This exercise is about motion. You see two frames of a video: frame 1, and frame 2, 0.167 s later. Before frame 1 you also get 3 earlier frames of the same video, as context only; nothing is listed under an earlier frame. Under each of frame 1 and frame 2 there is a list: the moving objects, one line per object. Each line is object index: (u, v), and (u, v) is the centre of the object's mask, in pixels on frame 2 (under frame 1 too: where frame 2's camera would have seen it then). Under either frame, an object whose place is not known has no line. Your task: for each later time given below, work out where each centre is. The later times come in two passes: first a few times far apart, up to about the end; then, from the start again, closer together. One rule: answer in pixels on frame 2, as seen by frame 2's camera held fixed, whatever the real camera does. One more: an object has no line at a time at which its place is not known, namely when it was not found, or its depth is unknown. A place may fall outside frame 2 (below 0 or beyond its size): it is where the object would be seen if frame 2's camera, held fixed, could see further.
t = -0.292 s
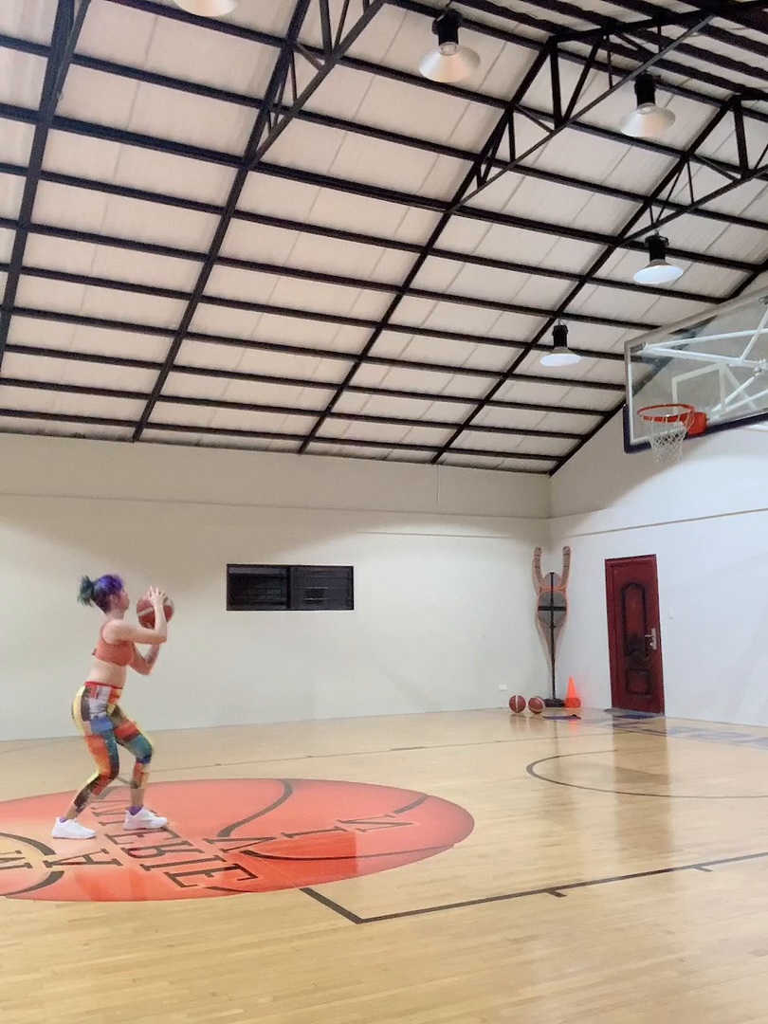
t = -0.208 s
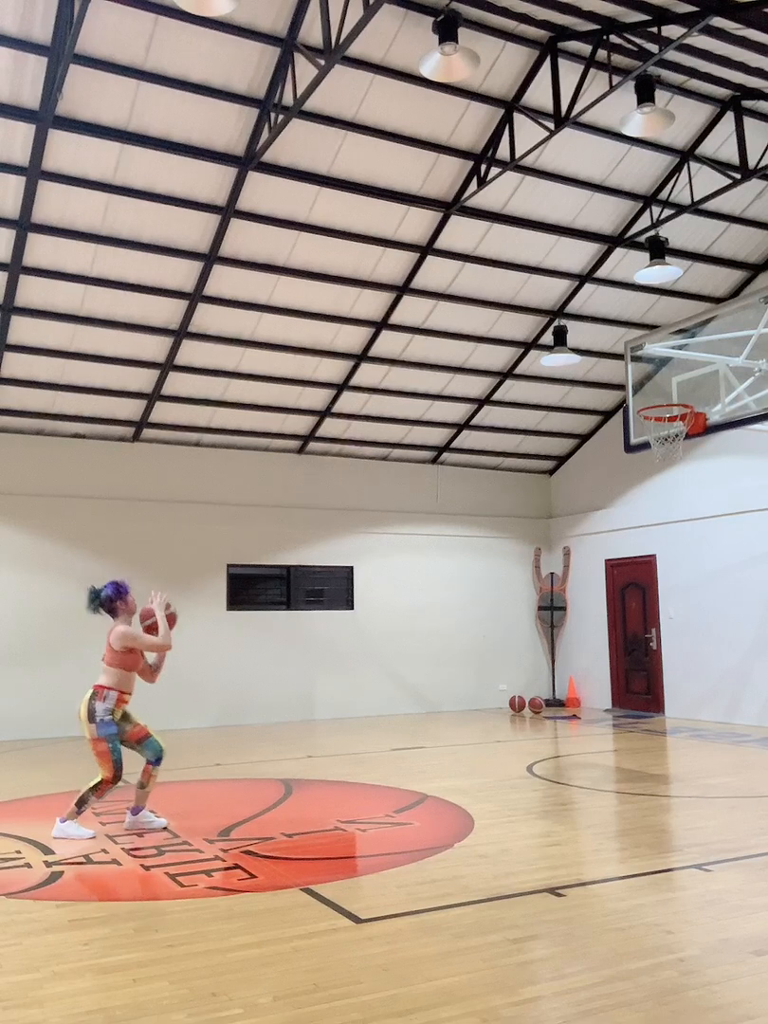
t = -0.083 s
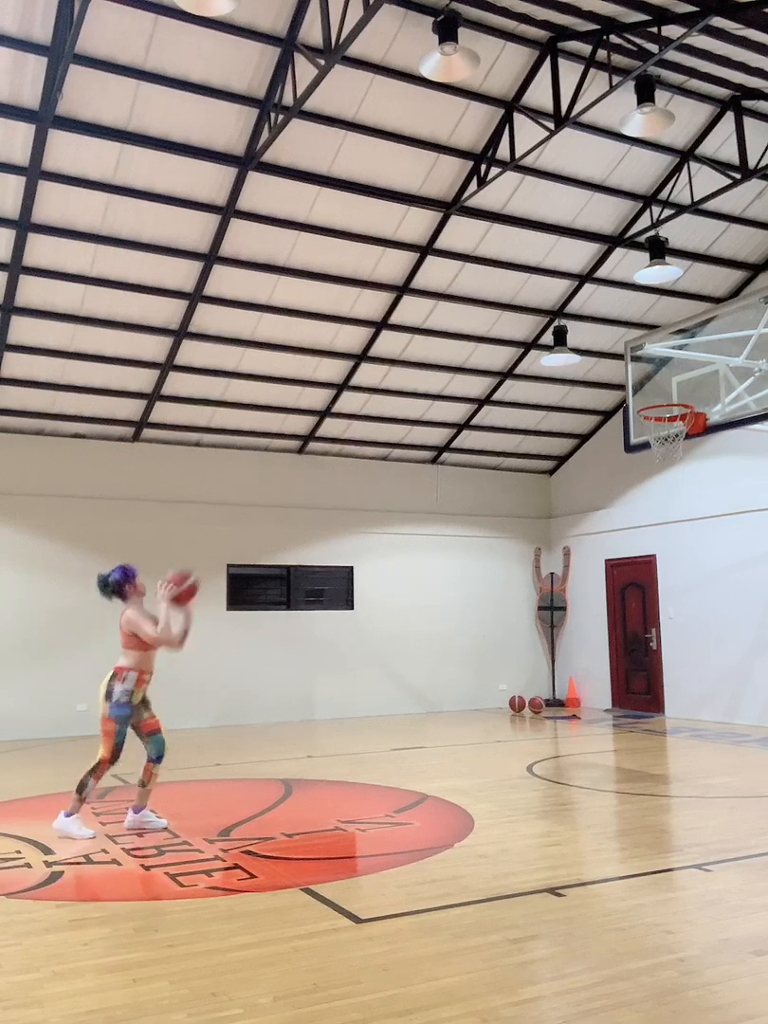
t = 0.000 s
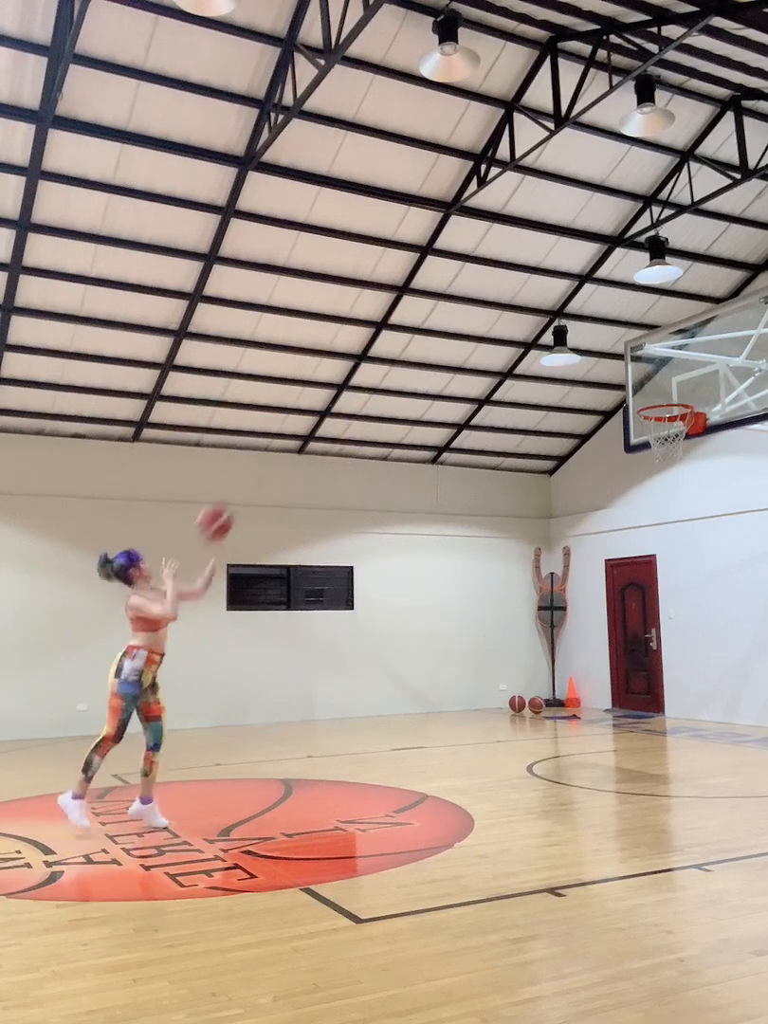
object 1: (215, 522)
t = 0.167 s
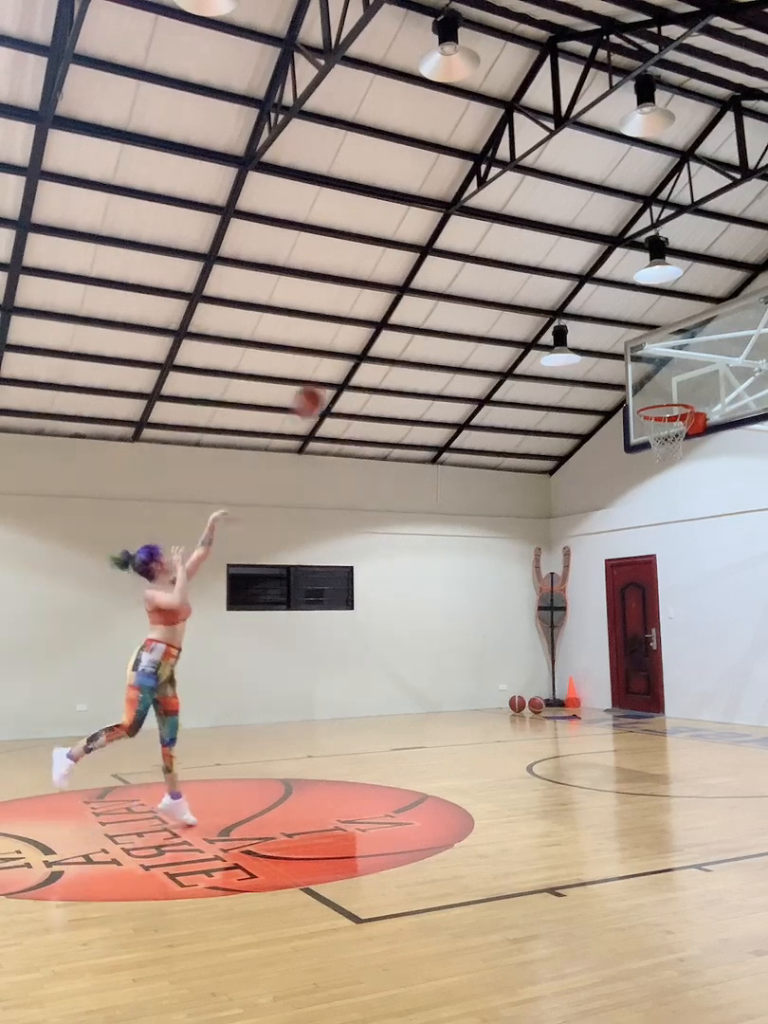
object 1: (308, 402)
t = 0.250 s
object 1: (350, 362)
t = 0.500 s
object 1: (464, 303)
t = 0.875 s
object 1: (609, 356)
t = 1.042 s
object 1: (664, 418)
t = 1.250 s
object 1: (689, 437)
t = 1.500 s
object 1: (671, 486)
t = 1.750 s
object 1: (657, 613)
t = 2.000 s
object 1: (644, 742)
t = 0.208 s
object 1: (330, 380)
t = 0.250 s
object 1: (350, 362)
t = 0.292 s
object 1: (370, 346)
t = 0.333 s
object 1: (391, 332)
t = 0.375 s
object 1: (409, 321)
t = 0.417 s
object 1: (428, 313)
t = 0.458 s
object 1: (445, 307)
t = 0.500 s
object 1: (464, 303)
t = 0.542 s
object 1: (481, 301)
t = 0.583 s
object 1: (498, 302)
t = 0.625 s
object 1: (515, 304)
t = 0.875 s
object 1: (609, 356)
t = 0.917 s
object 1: (623, 371)
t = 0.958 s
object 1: (638, 385)
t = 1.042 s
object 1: (664, 418)
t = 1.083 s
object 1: (675, 424)
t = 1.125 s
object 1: (685, 436)
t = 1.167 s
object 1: (690, 436)
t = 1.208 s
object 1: (691, 436)
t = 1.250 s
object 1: (689, 437)
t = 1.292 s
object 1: (685, 440)
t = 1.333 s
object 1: (682, 445)
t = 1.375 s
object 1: (678, 453)
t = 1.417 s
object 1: (675, 462)
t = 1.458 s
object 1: (673, 473)
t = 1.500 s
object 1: (671, 486)
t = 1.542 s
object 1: (668, 501)
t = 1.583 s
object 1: (666, 519)
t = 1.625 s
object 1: (664, 539)
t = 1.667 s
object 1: (663, 561)
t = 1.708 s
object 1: (660, 586)
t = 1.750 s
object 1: (657, 613)
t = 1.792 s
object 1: (655, 642)
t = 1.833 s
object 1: (655, 675)
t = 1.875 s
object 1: (654, 706)
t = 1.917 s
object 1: (654, 741)
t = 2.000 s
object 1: (644, 742)
